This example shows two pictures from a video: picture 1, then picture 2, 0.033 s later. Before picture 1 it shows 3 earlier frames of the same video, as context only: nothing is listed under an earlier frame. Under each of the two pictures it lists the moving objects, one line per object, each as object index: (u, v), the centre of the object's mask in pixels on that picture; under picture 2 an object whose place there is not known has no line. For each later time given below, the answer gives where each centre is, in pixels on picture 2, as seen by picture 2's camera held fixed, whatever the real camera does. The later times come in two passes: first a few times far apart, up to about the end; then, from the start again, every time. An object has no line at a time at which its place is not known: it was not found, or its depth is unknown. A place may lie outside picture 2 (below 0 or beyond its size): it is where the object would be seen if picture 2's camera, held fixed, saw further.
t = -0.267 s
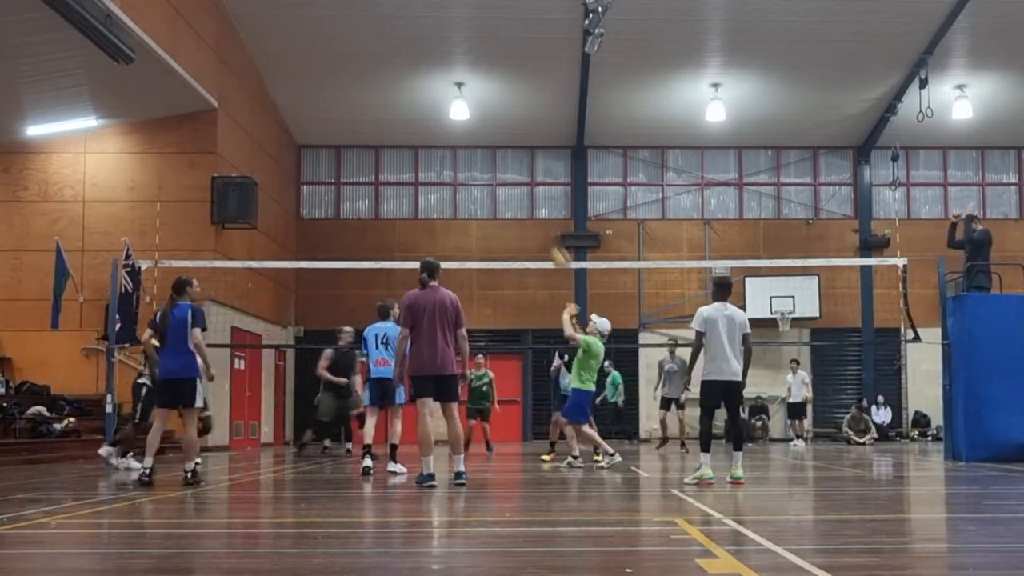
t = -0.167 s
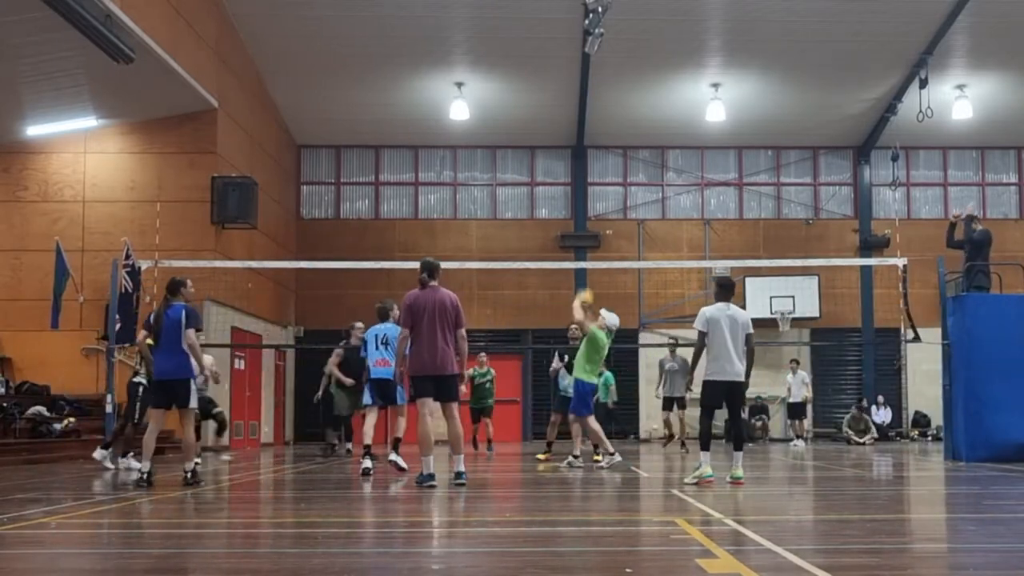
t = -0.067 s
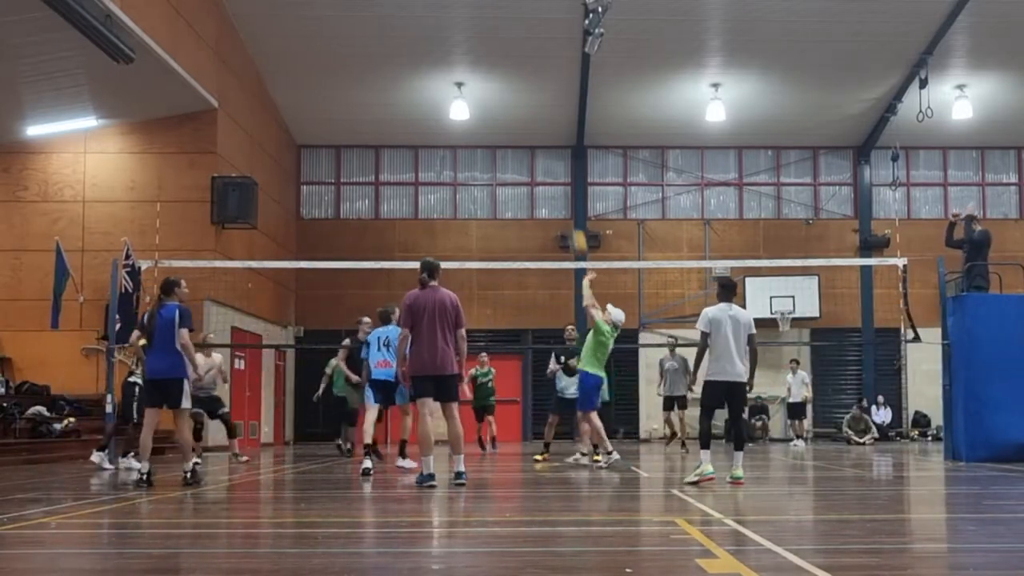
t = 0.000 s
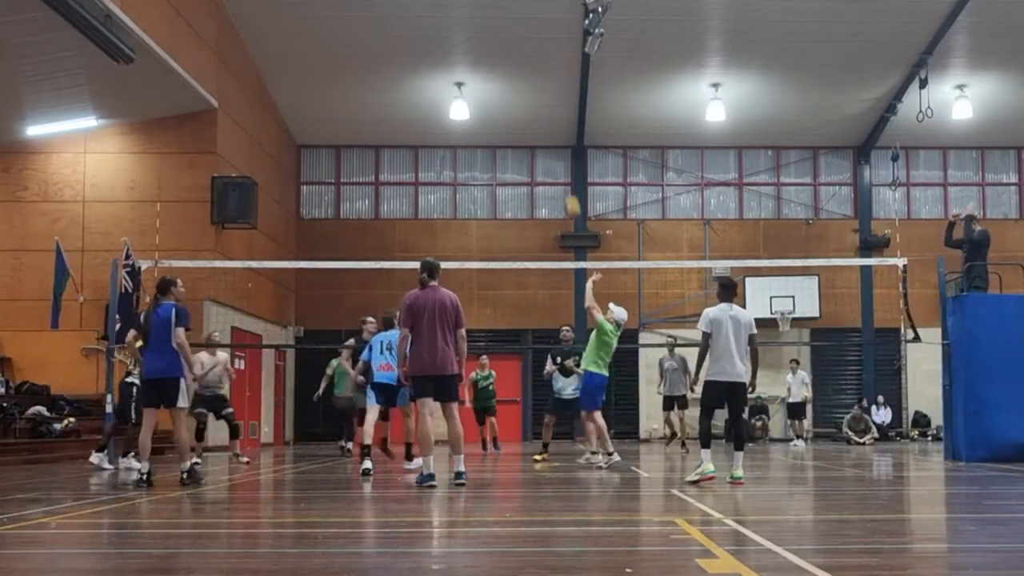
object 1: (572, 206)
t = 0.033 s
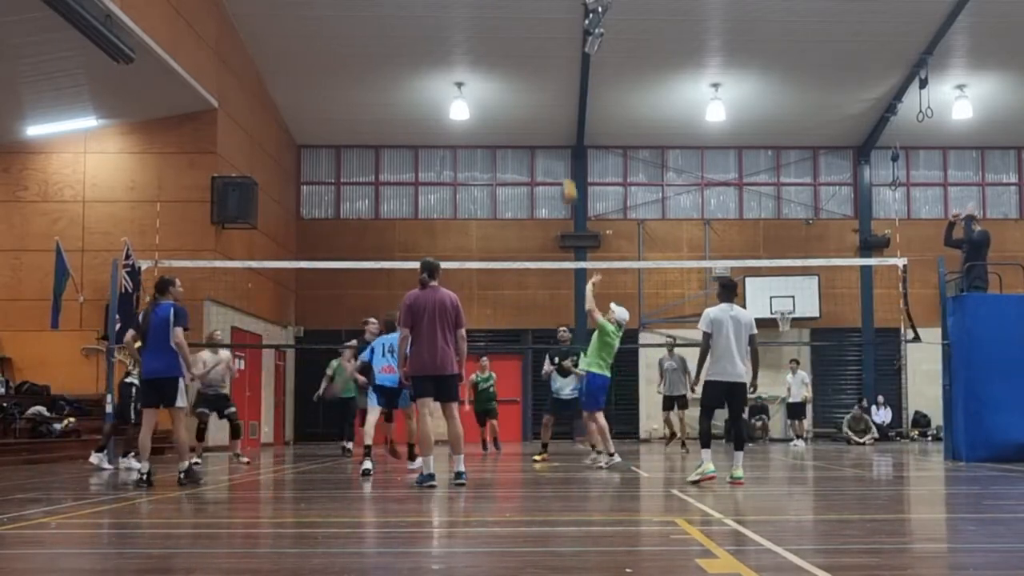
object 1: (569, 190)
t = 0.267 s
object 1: (545, 107)
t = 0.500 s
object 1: (524, 75)
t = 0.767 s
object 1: (500, 95)
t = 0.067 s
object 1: (566, 175)
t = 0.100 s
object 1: (563, 161)
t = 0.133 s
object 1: (559, 147)
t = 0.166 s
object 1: (556, 137)
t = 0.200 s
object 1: (553, 125)
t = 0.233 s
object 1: (549, 115)
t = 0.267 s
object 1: (545, 107)
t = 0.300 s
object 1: (542, 100)
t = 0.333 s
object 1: (540, 94)
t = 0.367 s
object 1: (537, 88)
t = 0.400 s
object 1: (533, 83)
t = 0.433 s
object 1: (530, 80)
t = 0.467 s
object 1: (527, 77)
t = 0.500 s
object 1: (524, 75)
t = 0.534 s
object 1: (521, 75)
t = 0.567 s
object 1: (518, 75)
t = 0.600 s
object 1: (515, 76)
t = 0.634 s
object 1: (512, 78)
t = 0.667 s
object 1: (508, 80)
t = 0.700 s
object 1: (505, 84)
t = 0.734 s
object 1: (503, 89)
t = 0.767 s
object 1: (500, 95)
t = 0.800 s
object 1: (497, 102)
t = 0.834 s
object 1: (494, 109)
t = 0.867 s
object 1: (491, 116)
